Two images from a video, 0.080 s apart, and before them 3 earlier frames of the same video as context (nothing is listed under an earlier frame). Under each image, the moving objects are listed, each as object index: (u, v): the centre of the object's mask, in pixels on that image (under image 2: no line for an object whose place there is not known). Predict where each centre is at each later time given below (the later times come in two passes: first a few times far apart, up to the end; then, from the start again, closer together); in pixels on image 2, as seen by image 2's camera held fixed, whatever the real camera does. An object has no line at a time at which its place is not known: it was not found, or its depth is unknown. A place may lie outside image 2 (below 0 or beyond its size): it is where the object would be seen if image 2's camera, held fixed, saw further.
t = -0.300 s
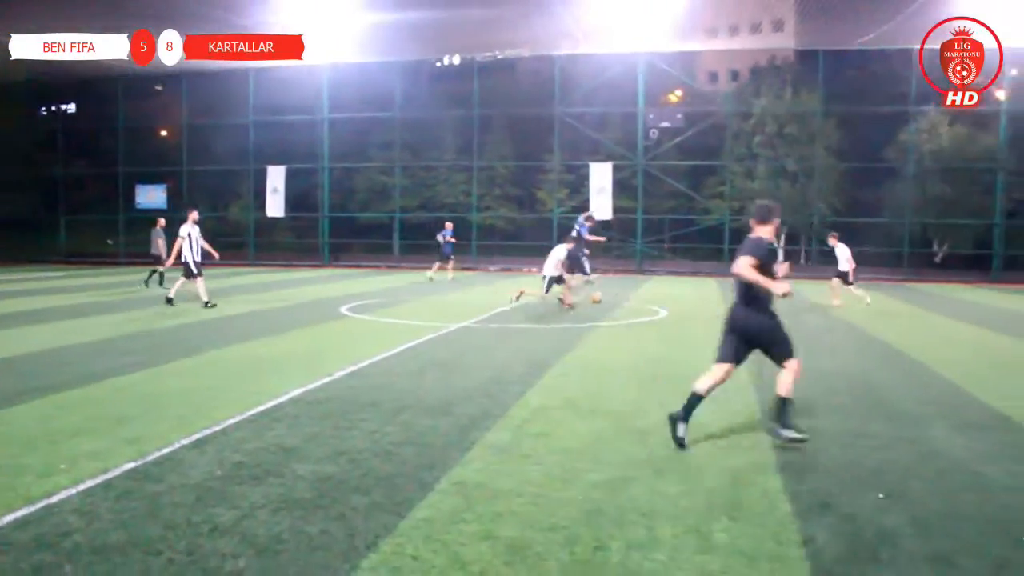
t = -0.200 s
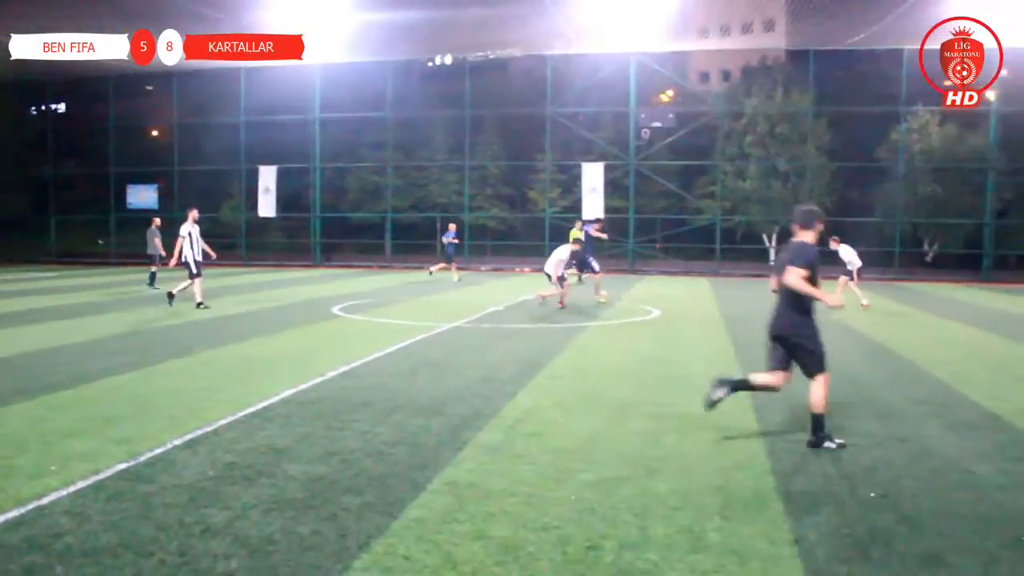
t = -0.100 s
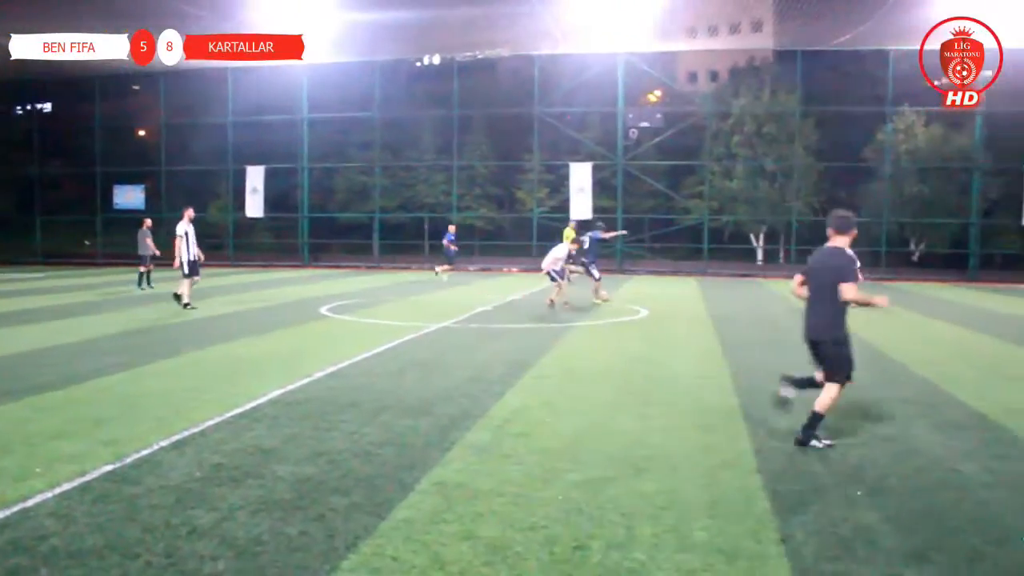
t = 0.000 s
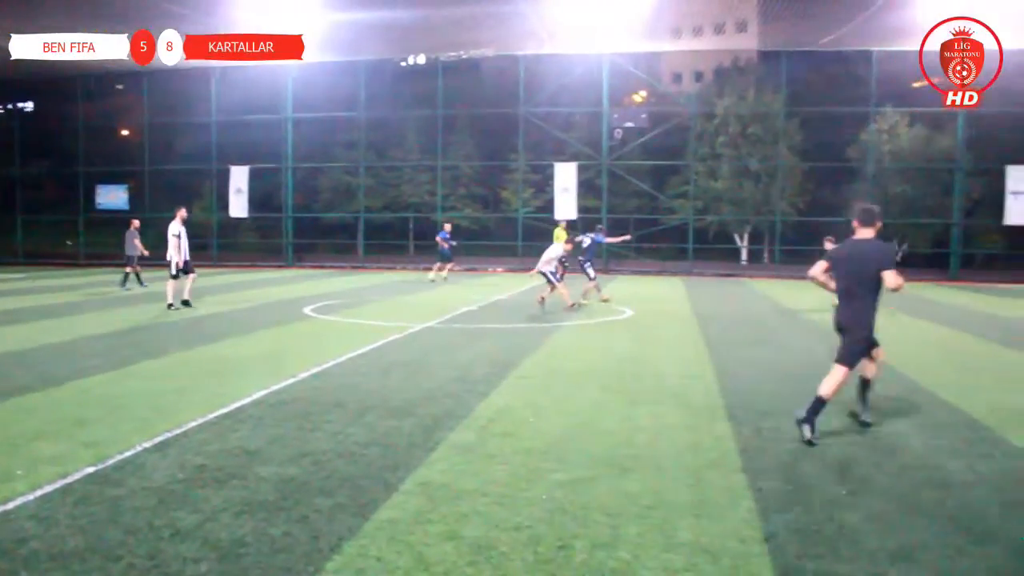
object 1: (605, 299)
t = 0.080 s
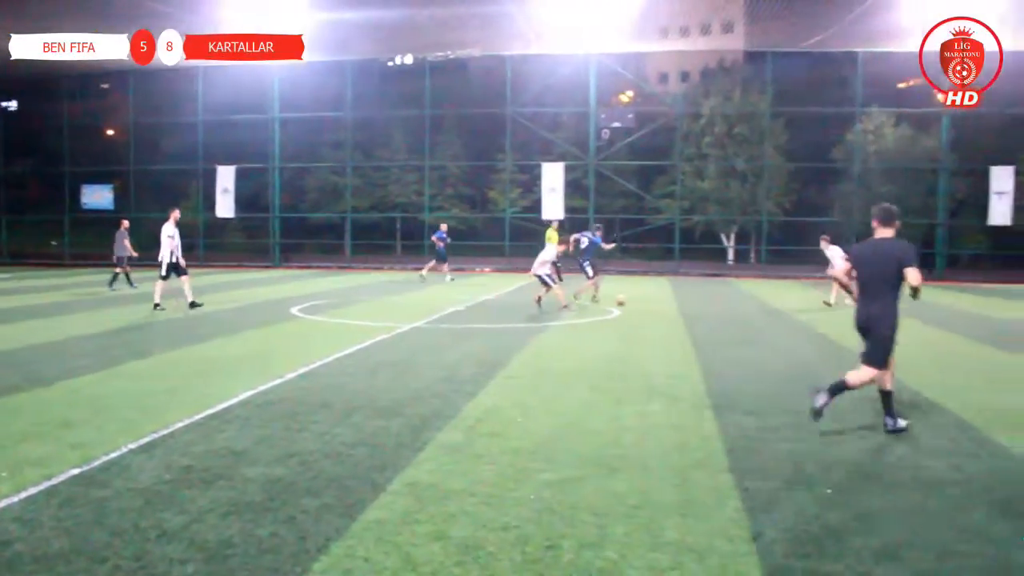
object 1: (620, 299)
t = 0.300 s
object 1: (703, 312)
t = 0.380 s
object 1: (732, 320)
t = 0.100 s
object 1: (627, 301)
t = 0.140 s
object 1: (640, 303)
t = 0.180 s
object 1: (656, 306)
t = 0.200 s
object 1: (662, 311)
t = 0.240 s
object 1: (678, 308)
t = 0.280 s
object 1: (695, 312)
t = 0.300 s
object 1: (703, 312)
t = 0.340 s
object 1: (718, 315)
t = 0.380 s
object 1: (732, 320)
